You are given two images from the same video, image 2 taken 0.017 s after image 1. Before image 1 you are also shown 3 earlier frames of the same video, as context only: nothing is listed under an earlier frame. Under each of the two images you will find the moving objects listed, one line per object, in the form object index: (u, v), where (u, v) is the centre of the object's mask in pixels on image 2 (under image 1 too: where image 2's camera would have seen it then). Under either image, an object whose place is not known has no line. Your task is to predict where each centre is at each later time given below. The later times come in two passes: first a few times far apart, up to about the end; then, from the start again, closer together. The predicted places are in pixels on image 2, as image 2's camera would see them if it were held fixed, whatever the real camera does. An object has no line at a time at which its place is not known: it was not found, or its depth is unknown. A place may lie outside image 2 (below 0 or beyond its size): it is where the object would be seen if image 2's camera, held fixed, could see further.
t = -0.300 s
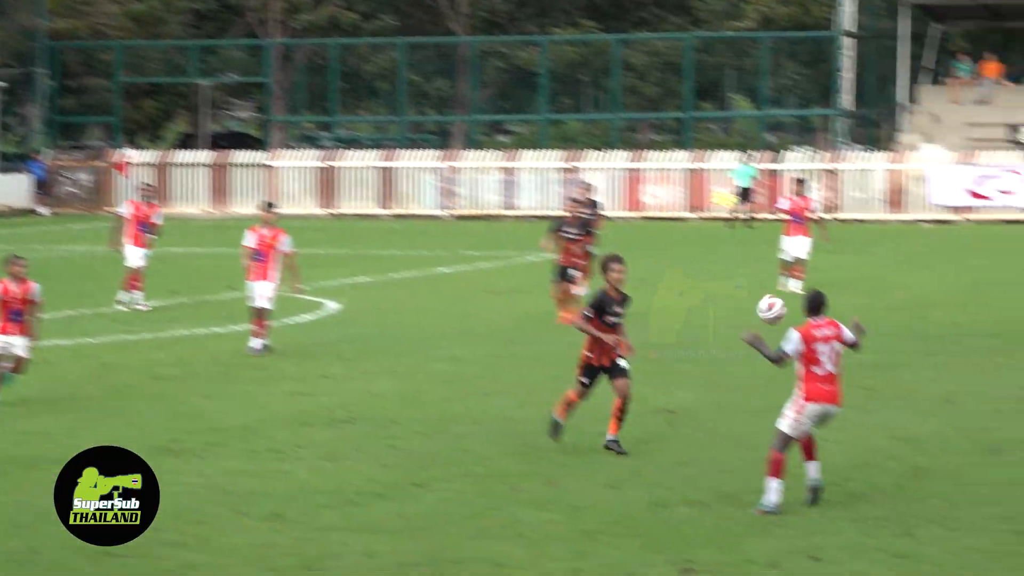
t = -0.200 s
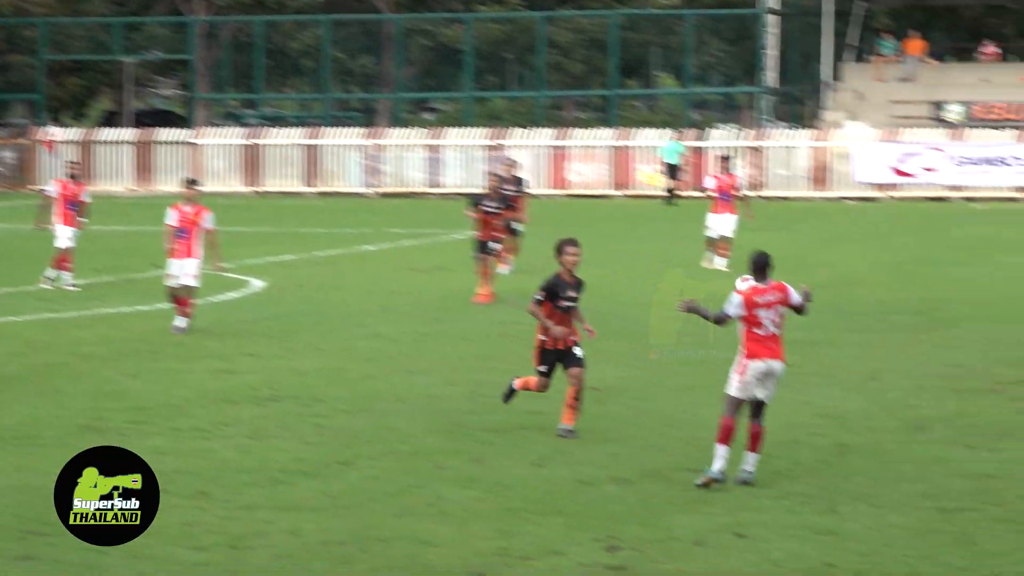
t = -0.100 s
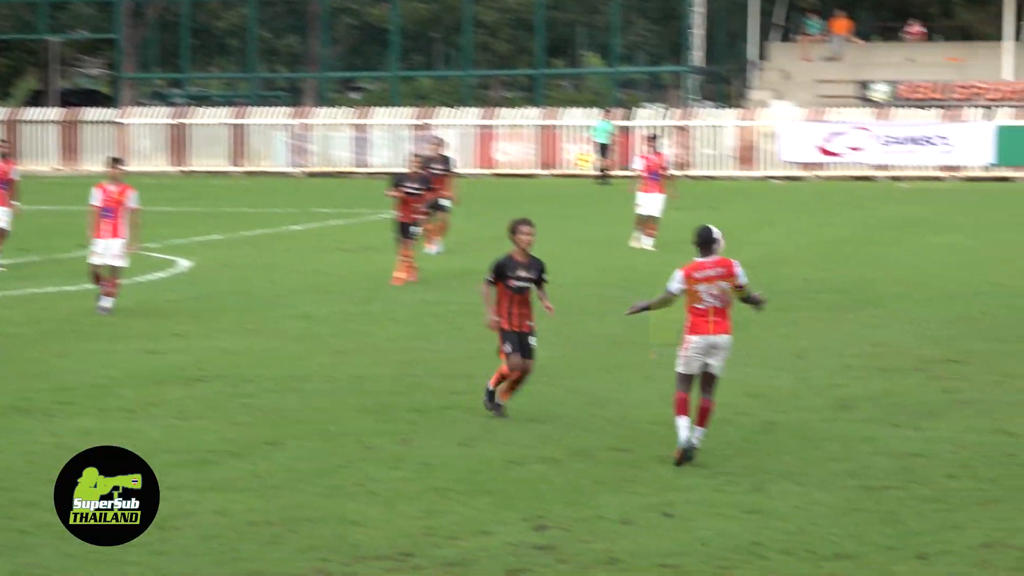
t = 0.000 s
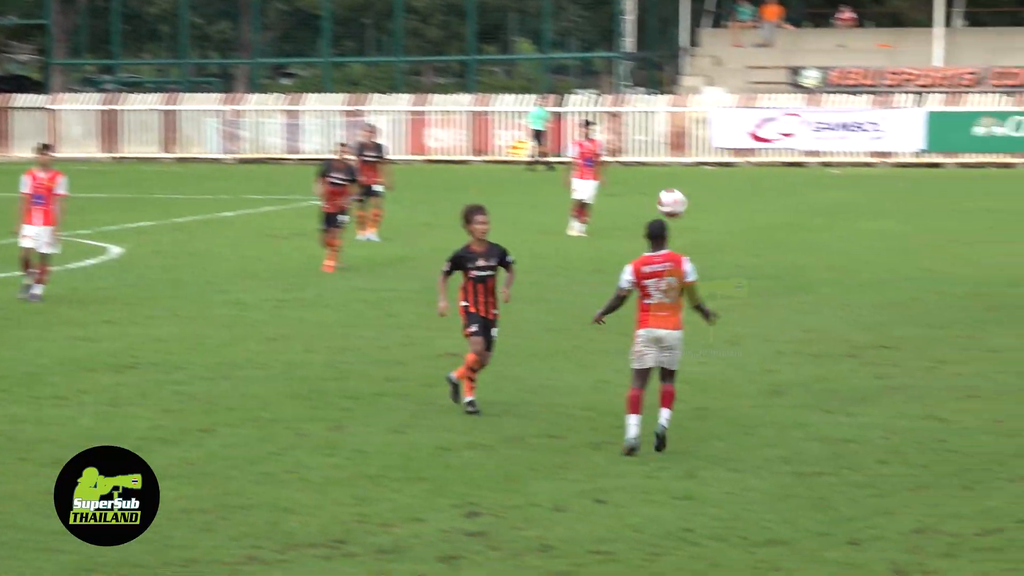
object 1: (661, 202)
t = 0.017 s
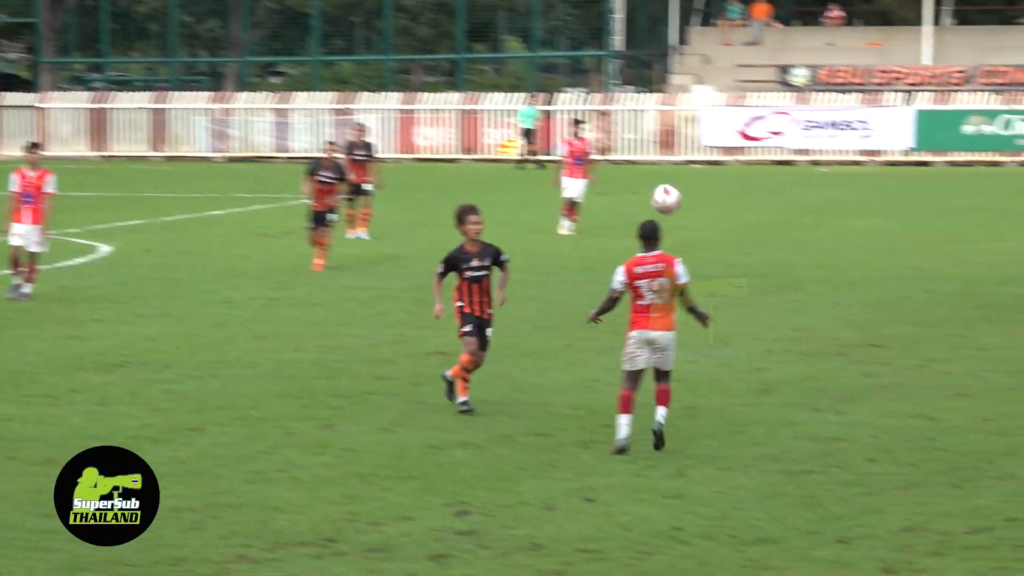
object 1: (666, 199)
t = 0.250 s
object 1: (739, 197)
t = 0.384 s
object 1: (781, 232)
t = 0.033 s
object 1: (671, 196)
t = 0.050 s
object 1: (677, 194)
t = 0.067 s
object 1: (682, 192)
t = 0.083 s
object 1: (688, 191)
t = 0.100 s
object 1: (693, 191)
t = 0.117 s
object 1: (698, 190)
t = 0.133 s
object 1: (703, 190)
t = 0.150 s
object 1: (708, 190)
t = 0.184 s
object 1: (719, 191)
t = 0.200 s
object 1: (725, 193)
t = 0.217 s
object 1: (729, 194)
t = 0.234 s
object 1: (734, 196)
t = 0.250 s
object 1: (739, 197)
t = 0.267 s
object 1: (746, 202)
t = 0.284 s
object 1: (750, 205)
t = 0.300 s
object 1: (756, 209)
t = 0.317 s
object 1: (761, 213)
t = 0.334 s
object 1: (766, 217)
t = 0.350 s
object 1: (771, 221)
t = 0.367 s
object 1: (776, 227)
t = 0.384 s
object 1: (781, 232)
